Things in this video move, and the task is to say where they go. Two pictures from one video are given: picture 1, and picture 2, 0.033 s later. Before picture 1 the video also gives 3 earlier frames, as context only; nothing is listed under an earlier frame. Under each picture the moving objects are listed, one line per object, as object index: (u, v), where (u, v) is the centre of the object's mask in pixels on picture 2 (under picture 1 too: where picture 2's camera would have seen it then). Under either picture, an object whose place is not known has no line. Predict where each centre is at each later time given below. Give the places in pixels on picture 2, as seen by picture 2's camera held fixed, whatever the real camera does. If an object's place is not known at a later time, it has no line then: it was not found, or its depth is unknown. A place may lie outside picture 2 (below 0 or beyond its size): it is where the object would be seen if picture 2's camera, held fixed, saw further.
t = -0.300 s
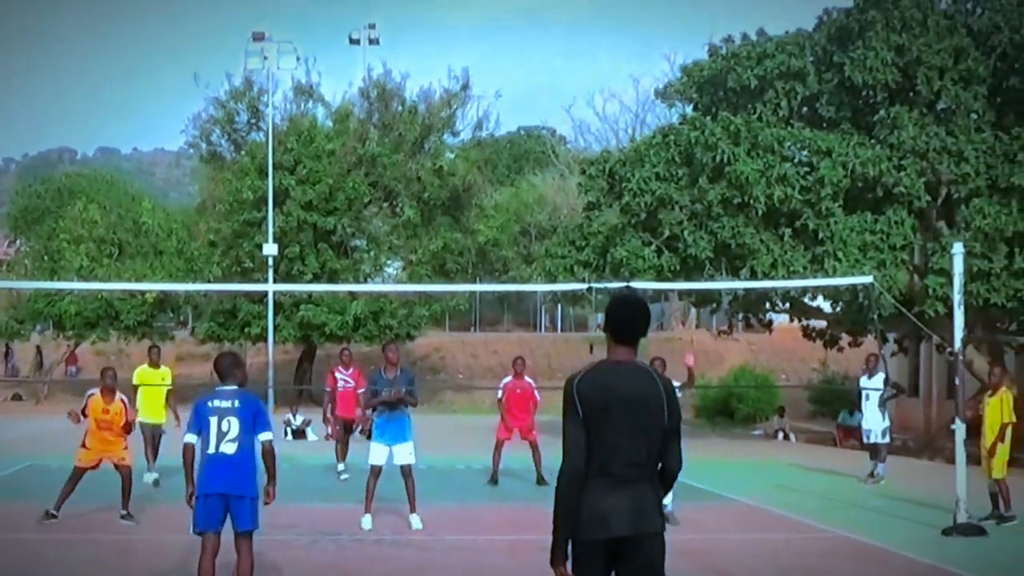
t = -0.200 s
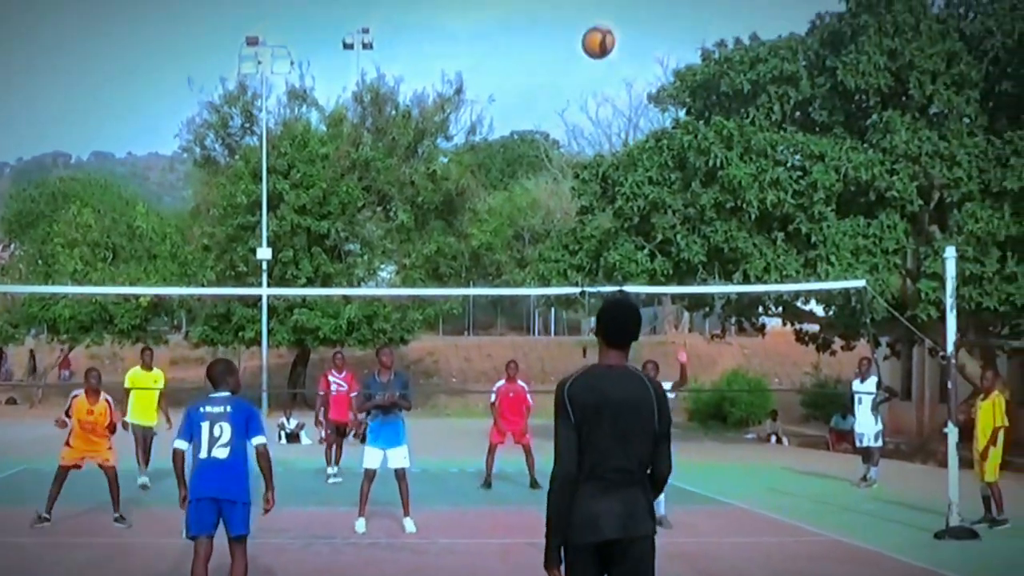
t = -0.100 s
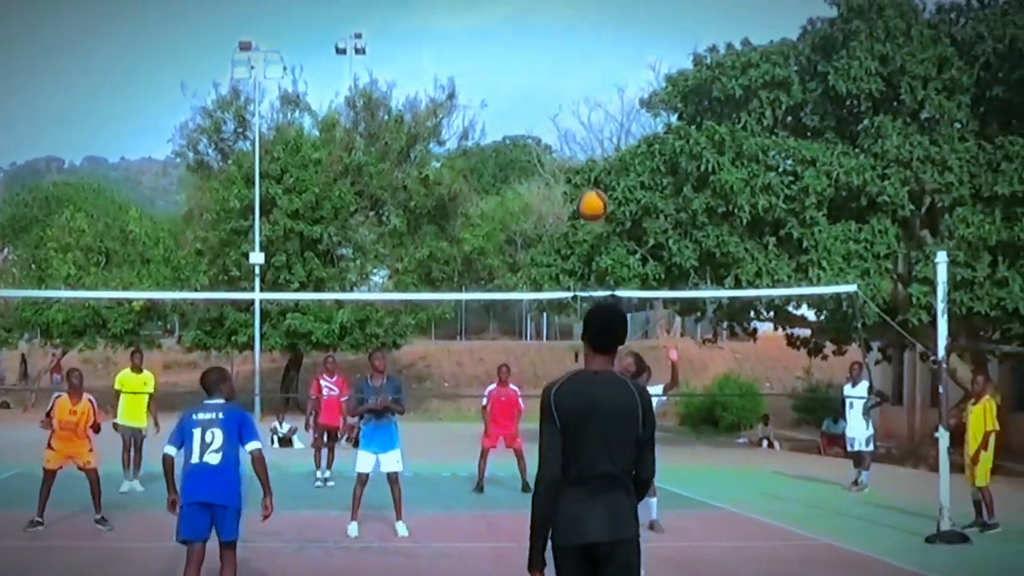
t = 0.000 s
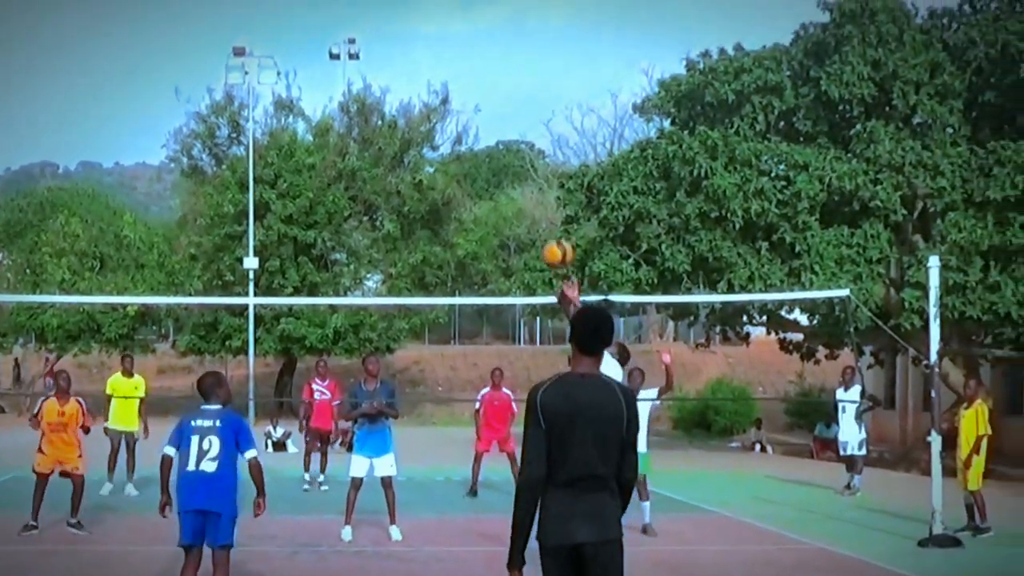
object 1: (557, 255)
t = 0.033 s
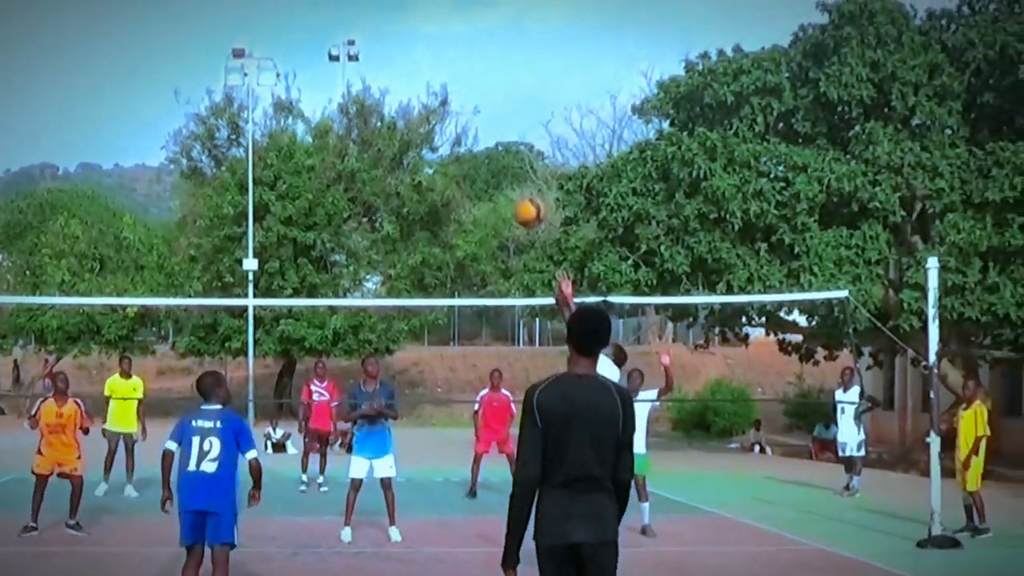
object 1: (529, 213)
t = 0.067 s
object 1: (503, 171)
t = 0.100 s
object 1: (478, 134)
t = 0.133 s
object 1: (454, 99)
